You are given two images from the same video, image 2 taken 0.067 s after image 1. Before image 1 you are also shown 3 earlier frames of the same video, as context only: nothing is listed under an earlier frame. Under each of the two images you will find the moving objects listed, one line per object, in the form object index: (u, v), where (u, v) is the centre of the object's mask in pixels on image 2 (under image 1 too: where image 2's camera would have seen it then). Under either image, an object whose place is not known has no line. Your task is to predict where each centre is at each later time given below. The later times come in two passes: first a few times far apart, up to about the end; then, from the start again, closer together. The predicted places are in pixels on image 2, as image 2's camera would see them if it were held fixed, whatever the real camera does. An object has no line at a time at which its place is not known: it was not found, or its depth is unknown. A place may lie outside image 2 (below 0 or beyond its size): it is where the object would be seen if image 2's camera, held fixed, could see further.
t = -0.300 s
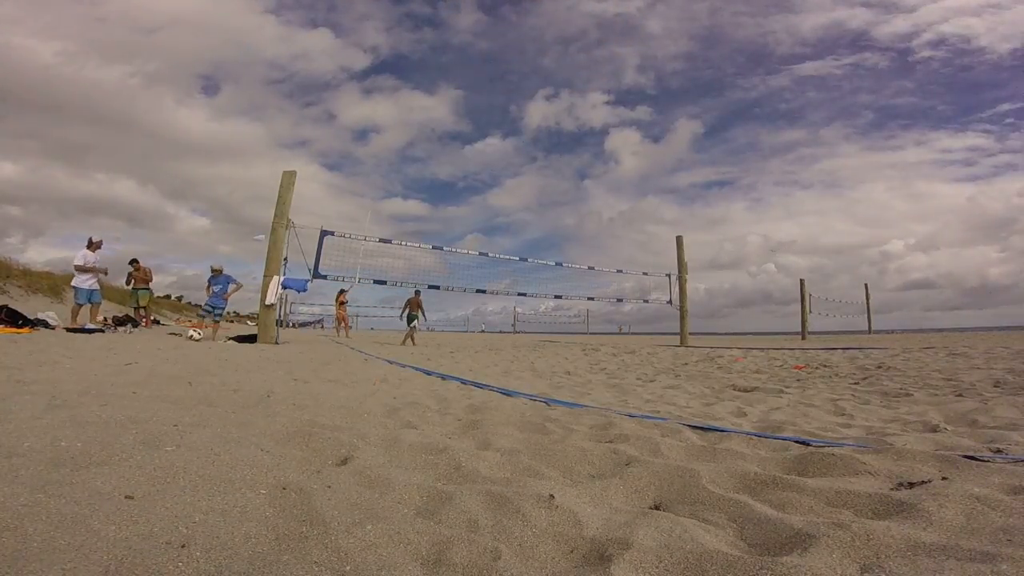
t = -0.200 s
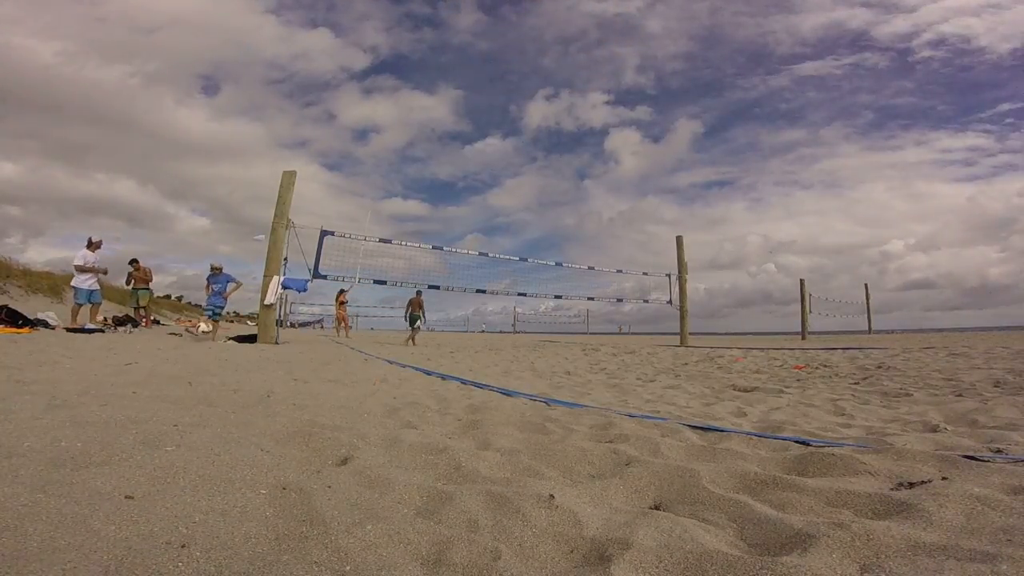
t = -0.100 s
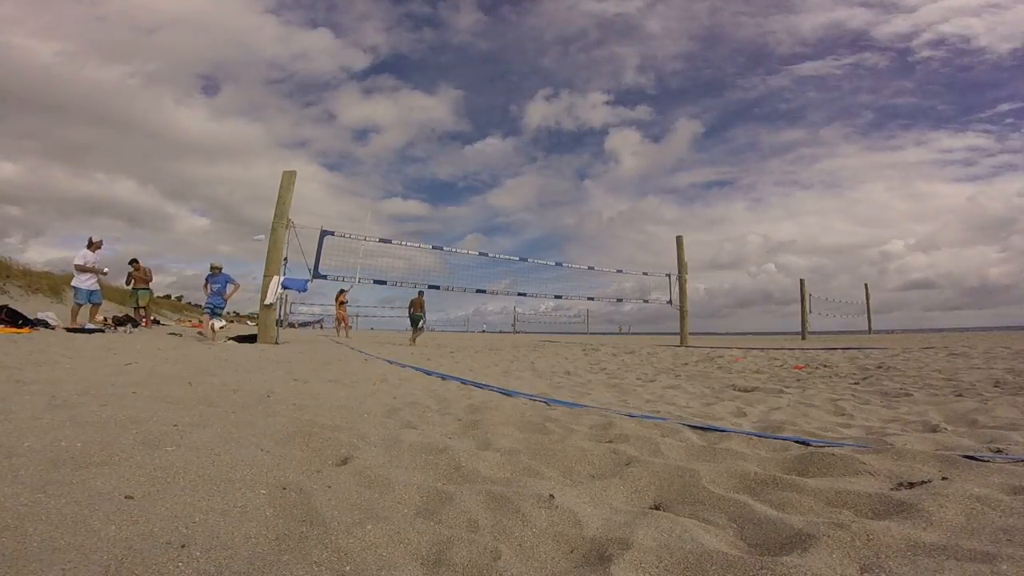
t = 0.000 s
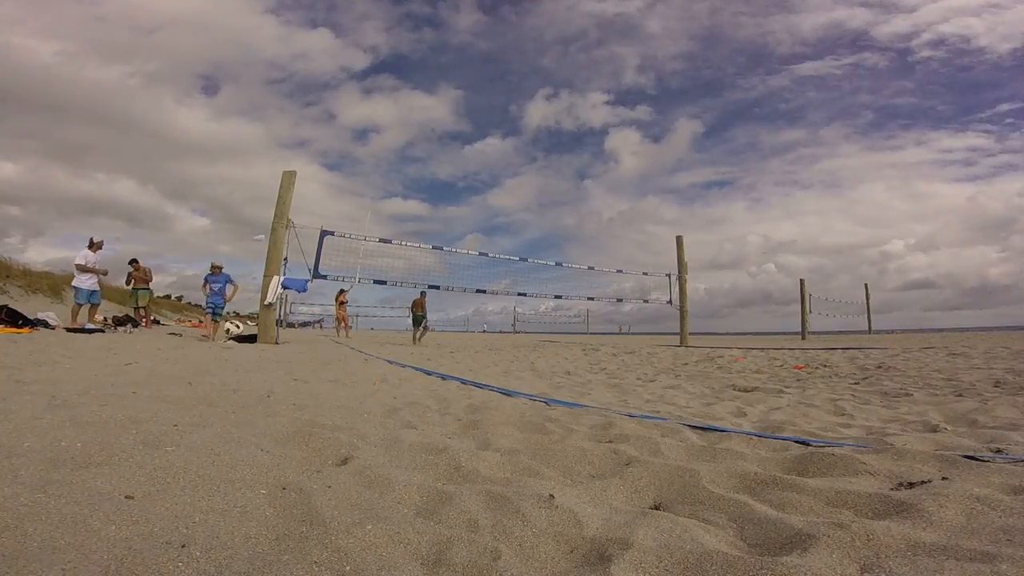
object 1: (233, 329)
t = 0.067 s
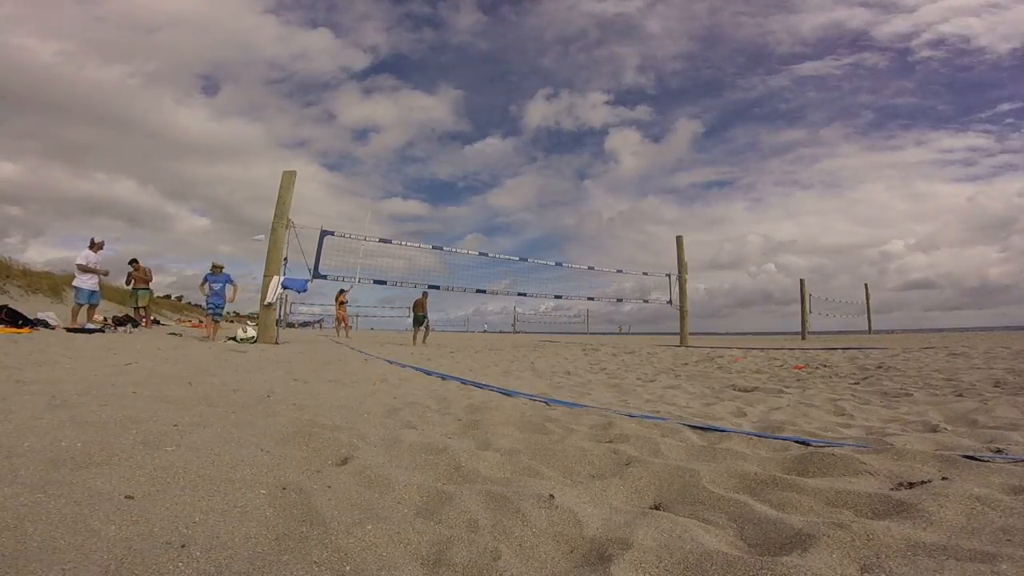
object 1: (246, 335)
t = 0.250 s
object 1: (286, 348)
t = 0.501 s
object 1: (342, 353)
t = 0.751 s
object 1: (416, 366)
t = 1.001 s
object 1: (497, 372)
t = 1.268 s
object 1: (579, 374)
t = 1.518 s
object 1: (642, 376)
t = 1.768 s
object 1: (699, 381)
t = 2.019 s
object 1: (743, 383)
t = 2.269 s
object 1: (771, 381)
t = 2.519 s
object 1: (778, 380)
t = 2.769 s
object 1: (774, 382)
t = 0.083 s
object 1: (249, 337)
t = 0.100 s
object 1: (252, 340)
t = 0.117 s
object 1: (256, 343)
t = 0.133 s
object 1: (261, 346)
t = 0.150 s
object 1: (264, 348)
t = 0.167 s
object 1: (267, 347)
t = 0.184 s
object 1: (270, 347)
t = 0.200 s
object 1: (274, 347)
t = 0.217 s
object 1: (278, 346)
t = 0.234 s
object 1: (281, 347)
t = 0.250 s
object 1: (286, 348)
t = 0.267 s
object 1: (288, 348)
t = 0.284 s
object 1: (293, 349)
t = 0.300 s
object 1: (297, 350)
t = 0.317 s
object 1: (300, 349)
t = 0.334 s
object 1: (303, 349)
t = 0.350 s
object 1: (307, 349)
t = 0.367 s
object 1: (310, 348)
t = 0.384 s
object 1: (314, 347)
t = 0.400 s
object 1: (319, 347)
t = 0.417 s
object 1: (322, 348)
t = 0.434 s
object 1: (326, 348)
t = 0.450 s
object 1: (331, 349)
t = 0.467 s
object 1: (335, 351)
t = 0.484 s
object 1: (339, 352)
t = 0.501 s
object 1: (342, 353)
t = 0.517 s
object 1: (347, 354)
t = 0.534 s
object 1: (352, 355)
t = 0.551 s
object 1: (356, 356)
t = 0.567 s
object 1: (361, 358)
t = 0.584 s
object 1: (367, 359)
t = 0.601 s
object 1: (371, 359)
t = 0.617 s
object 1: (376, 358)
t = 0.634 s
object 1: (381, 358)
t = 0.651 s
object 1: (385, 358)
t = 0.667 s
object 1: (391, 360)
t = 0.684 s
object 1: (396, 360)
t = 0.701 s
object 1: (400, 363)
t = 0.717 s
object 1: (405, 365)
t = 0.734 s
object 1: (411, 366)
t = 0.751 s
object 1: (416, 366)
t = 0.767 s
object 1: (422, 366)
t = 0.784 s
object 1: (427, 365)
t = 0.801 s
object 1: (432, 365)
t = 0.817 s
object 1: (437, 365)
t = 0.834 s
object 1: (442, 366)
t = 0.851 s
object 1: (448, 366)
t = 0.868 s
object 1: (452, 366)
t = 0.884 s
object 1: (459, 366)
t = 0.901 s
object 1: (464, 367)
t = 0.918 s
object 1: (469, 369)
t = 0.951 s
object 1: (481, 369)
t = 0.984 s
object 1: (492, 370)
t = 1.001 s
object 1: (497, 372)
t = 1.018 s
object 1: (503, 373)
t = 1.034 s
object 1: (509, 373)
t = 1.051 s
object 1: (514, 373)
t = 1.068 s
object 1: (520, 373)
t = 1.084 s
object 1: (525, 373)
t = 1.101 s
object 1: (531, 373)
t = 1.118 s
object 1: (536, 373)
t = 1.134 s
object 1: (541, 373)
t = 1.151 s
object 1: (546, 374)
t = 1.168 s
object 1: (551, 375)
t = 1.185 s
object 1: (556, 376)
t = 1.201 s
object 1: (562, 377)
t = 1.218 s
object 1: (565, 376)
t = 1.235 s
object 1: (571, 374)
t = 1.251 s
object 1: (575, 374)
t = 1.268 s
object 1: (579, 374)
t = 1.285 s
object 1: (584, 374)
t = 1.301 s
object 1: (588, 374)
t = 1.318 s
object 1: (593, 376)
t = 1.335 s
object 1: (597, 377)
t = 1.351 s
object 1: (601, 378)
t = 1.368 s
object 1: (606, 379)
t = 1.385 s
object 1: (611, 380)
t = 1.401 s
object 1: (615, 381)
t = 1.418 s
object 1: (619, 381)
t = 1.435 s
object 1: (623, 380)
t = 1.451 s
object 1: (628, 378)
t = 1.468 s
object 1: (631, 377)
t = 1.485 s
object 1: (635, 377)
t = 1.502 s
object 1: (639, 376)
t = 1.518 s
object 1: (642, 376)
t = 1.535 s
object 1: (647, 376)
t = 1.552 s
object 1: (651, 378)
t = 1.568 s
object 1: (655, 379)
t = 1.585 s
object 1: (658, 380)
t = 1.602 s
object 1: (662, 379)
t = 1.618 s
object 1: (666, 378)
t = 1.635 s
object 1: (670, 378)
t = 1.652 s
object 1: (675, 378)
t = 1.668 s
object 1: (678, 379)
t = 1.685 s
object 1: (681, 379)
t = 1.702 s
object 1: (685, 379)
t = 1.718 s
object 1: (688, 380)
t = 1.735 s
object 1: (692, 380)
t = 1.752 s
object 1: (695, 381)
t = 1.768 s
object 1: (699, 381)
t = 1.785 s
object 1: (702, 380)
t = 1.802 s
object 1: (705, 381)
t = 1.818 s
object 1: (708, 380)
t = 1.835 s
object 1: (710, 380)
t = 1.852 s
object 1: (714, 379)
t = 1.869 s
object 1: (717, 379)
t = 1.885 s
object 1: (720, 380)
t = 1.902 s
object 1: (723, 380)
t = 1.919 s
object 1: (726, 380)
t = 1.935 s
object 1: (728, 380)
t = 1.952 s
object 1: (730, 381)
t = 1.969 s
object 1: (734, 381)
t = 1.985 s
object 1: (736, 382)
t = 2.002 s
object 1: (739, 383)
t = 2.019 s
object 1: (743, 383)
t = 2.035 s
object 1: (744, 384)
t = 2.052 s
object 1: (746, 383)
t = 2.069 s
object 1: (748, 382)
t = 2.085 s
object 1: (750, 382)
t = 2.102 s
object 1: (753, 382)
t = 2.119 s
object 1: (755, 381)
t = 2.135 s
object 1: (757, 382)
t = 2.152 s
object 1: (758, 382)
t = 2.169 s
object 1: (761, 382)
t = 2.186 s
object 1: (763, 382)
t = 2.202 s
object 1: (765, 382)
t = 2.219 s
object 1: (767, 381)
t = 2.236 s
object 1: (768, 381)
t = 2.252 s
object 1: (770, 381)
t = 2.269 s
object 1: (771, 381)
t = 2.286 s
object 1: (773, 381)
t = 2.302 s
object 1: (775, 381)
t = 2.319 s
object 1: (776, 381)
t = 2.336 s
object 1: (775, 381)
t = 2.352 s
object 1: (775, 381)
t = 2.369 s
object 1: (776, 381)
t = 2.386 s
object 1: (777, 380)
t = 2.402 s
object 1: (777, 380)
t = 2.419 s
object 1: (778, 380)
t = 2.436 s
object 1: (778, 380)
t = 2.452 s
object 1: (778, 380)
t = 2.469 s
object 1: (778, 380)
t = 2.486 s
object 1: (778, 380)
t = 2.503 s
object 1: (779, 380)
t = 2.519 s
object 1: (778, 380)
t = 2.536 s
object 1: (778, 380)
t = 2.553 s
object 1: (778, 380)
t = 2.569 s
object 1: (778, 380)
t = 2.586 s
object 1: (778, 380)
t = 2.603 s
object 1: (777, 381)
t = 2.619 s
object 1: (777, 381)
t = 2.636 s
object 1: (777, 381)
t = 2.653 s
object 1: (777, 381)
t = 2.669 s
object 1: (776, 382)
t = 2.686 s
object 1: (776, 382)
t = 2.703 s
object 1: (776, 382)
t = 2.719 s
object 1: (775, 382)
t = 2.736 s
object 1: (775, 382)
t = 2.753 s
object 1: (775, 382)
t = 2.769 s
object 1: (774, 382)
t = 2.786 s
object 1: (774, 383)
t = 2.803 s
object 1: (773, 383)
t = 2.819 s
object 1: (772, 383)
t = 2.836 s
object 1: (771, 383)
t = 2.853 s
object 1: (770, 384)
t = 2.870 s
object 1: (769, 384)
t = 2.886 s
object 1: (768, 385)
